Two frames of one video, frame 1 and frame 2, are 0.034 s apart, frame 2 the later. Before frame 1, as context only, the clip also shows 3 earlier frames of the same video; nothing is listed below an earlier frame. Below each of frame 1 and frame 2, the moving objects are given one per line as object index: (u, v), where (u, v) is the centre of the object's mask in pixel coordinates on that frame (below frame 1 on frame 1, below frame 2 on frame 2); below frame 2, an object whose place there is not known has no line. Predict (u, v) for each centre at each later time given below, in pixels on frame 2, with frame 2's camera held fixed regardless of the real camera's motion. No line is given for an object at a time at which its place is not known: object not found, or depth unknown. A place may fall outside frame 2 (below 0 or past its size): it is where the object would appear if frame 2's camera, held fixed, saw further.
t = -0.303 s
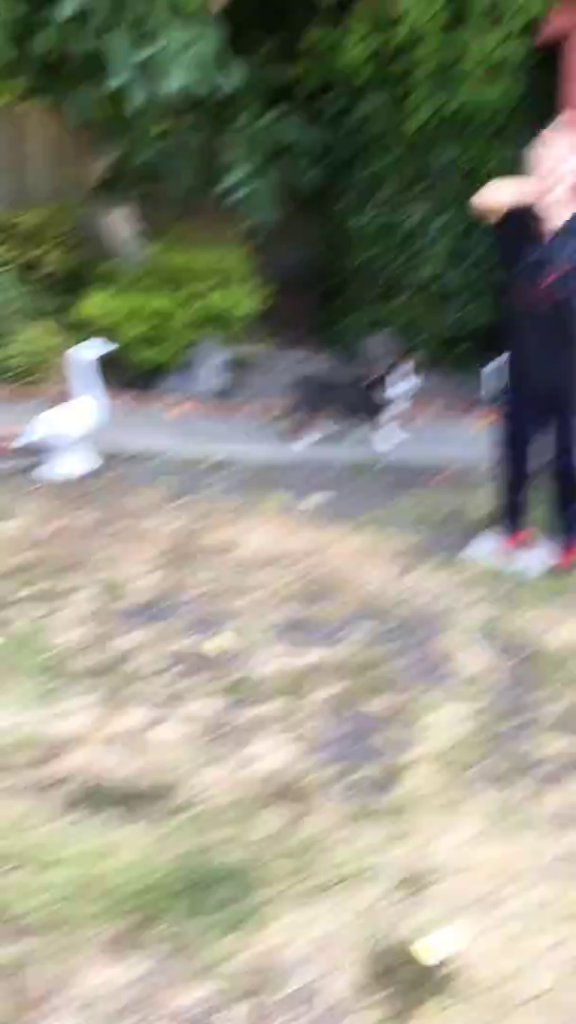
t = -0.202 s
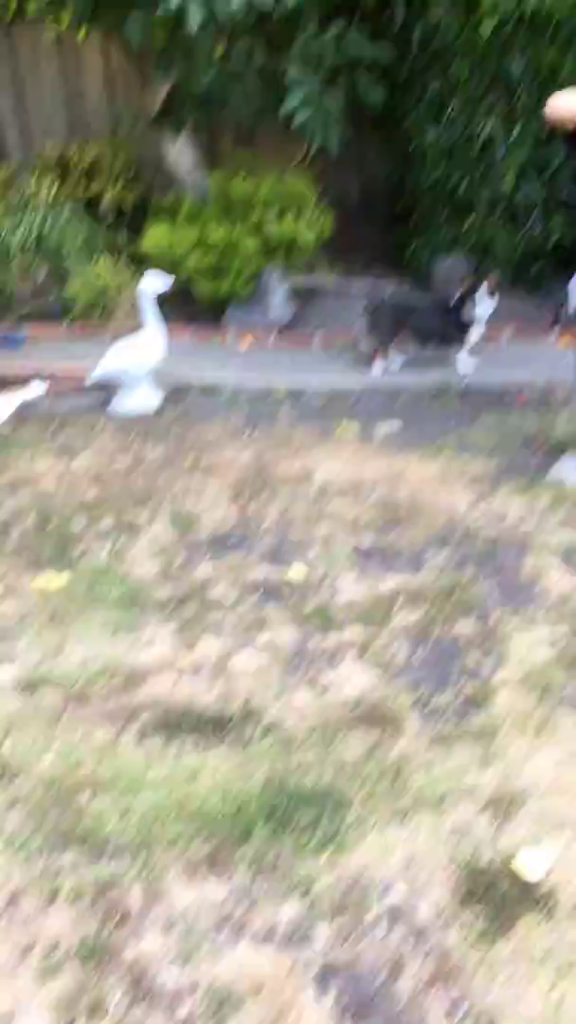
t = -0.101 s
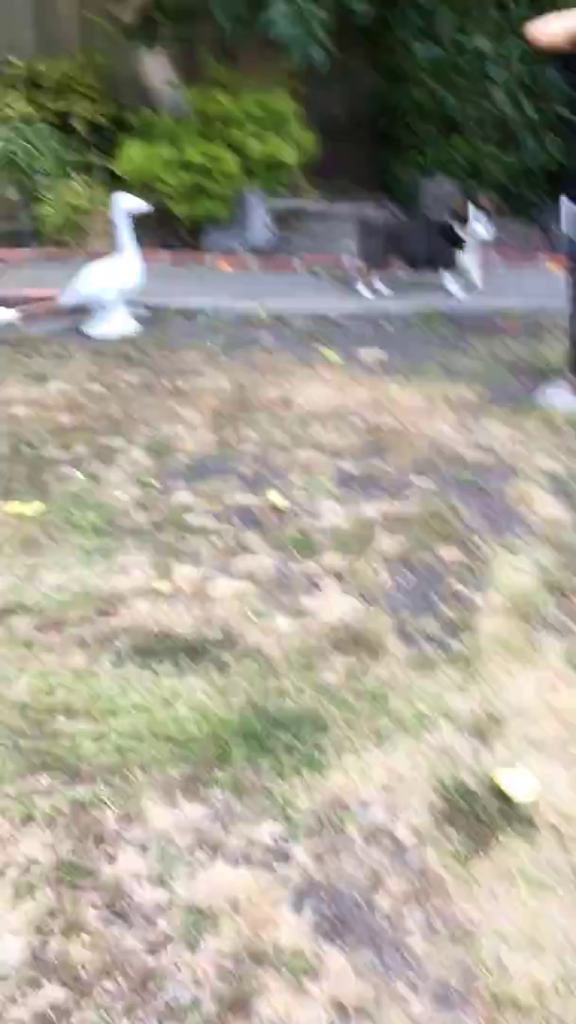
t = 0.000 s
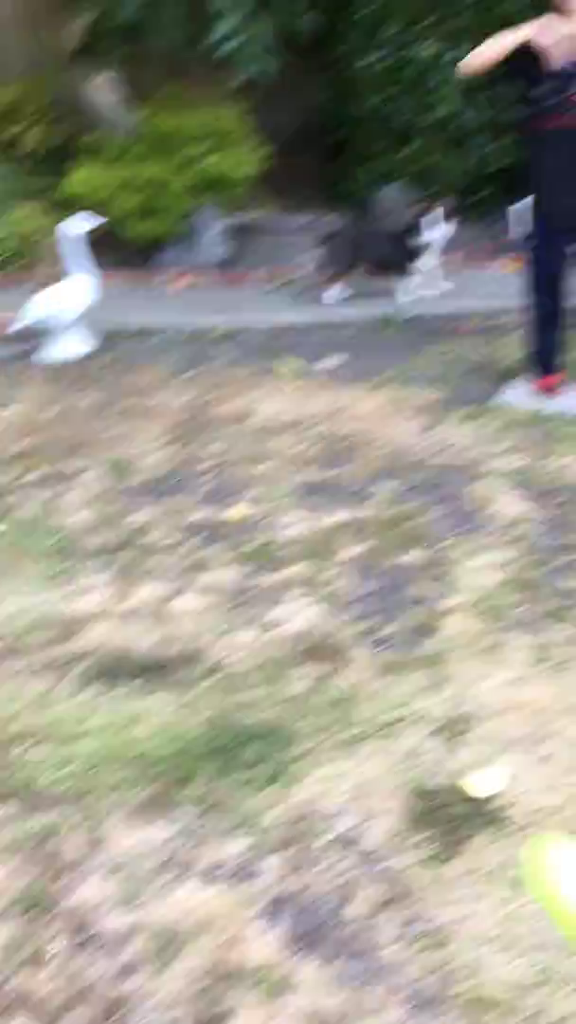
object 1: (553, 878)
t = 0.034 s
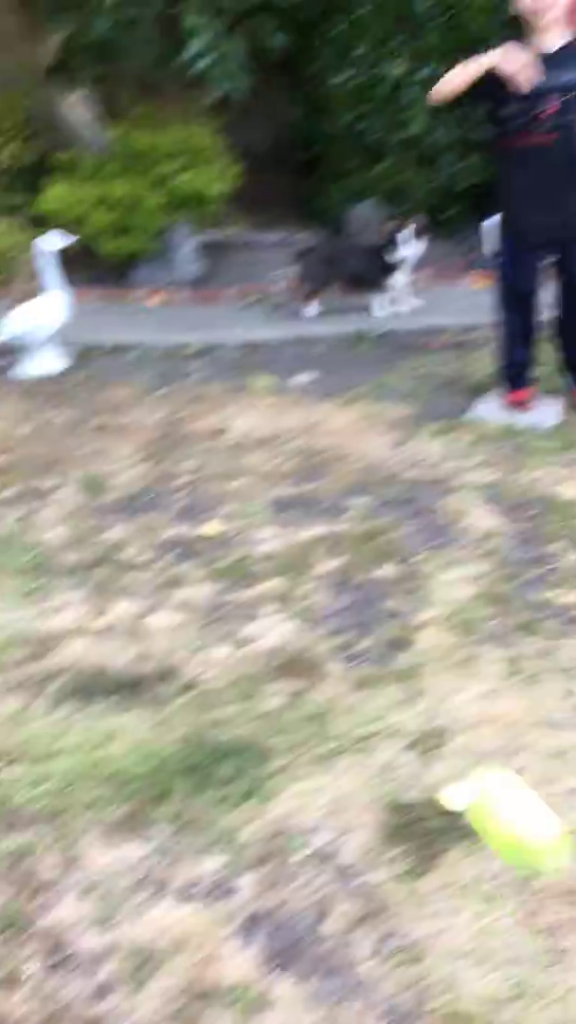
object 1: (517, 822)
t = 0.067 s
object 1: (479, 753)
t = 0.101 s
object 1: (446, 700)
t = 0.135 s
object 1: (415, 662)
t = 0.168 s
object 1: (389, 637)
